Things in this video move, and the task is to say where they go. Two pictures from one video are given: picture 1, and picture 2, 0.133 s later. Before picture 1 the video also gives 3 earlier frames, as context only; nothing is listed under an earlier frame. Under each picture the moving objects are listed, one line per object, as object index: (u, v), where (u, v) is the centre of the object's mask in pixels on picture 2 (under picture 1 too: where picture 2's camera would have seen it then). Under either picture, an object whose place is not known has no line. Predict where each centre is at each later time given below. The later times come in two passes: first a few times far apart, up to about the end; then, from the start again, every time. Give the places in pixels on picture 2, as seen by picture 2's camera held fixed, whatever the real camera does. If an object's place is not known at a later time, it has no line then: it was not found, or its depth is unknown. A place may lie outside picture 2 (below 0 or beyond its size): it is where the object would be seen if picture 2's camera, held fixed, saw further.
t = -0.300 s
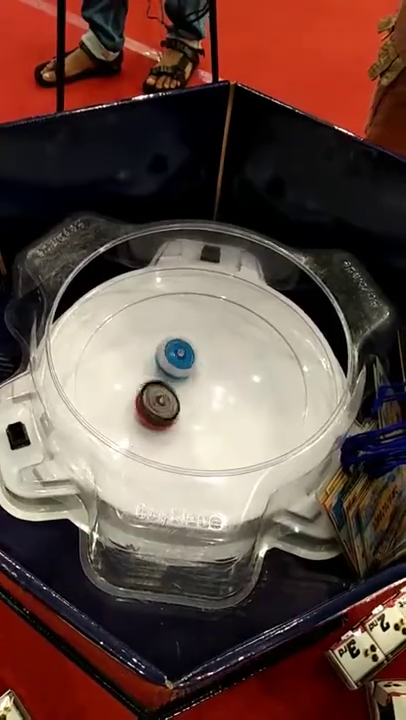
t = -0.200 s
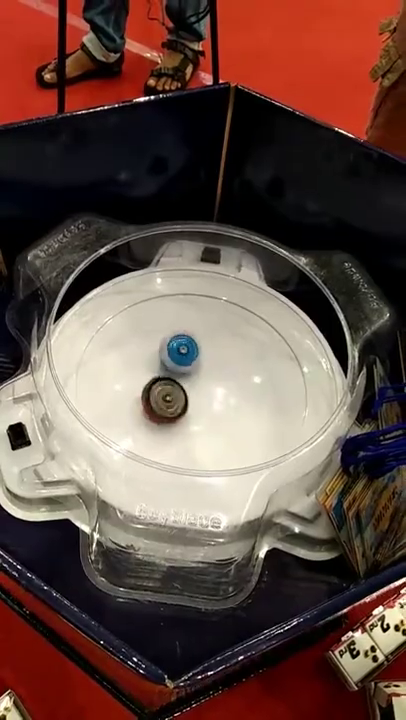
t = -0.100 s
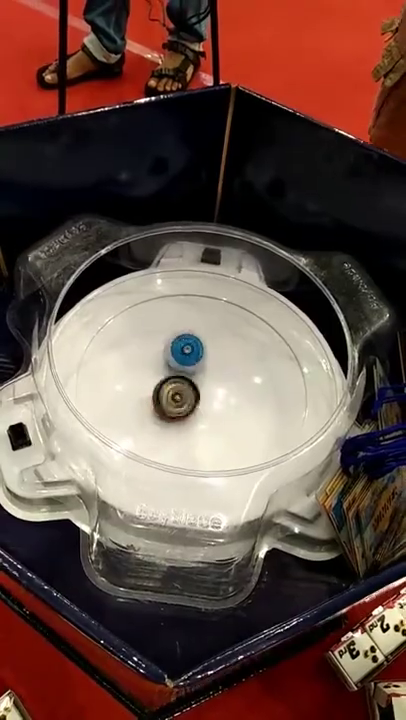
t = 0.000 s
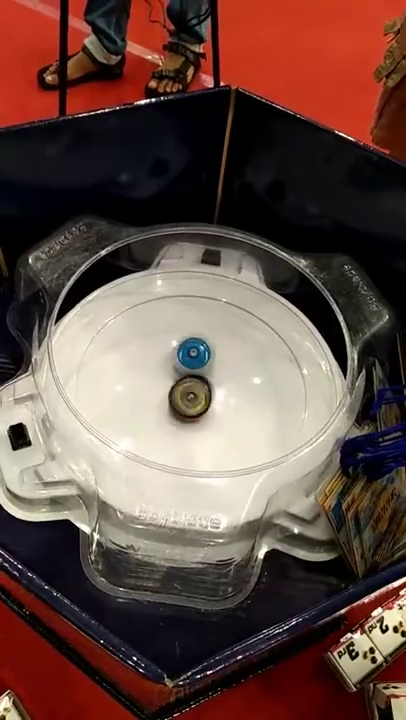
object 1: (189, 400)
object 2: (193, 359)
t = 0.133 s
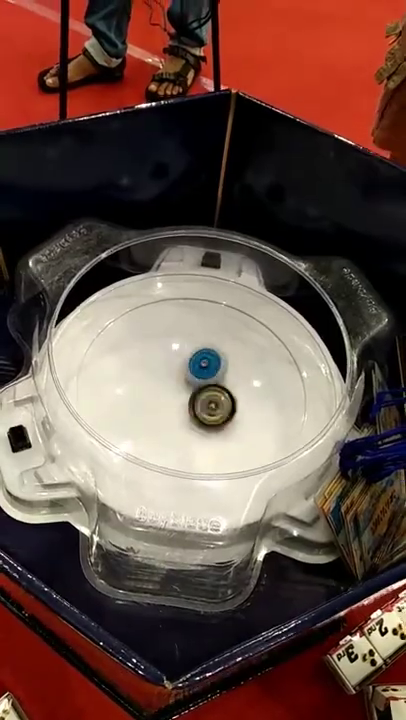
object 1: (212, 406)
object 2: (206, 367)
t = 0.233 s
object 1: (225, 413)
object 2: (212, 374)
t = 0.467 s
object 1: (237, 419)
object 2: (208, 388)
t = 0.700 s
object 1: (207, 442)
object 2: (208, 361)
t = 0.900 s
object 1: (202, 429)
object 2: (208, 362)
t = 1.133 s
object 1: (201, 422)
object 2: (197, 372)
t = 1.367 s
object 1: (201, 421)
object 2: (186, 370)
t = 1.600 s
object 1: (201, 421)
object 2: (177, 369)
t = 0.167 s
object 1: (216, 408)
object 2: (208, 369)
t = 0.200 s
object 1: (221, 411)
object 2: (210, 371)
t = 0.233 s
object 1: (225, 413)
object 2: (212, 374)
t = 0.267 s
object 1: (228, 414)
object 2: (213, 377)
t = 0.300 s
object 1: (231, 416)
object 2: (214, 380)
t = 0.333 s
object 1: (234, 418)
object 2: (214, 381)
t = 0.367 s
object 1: (237, 418)
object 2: (213, 384)
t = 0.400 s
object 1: (238, 419)
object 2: (211, 386)
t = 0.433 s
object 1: (239, 419)
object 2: (209, 387)
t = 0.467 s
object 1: (237, 419)
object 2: (208, 388)
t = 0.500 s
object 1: (234, 428)
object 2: (209, 382)
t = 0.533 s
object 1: (228, 435)
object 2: (210, 374)
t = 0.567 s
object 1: (222, 441)
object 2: (211, 369)
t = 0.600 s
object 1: (217, 445)
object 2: (210, 366)
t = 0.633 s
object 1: (213, 446)
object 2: (209, 363)
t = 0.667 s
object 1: (209, 444)
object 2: (209, 362)
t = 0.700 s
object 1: (207, 442)
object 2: (208, 361)
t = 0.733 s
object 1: (205, 440)
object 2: (209, 361)
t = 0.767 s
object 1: (204, 437)
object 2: (209, 361)
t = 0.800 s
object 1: (204, 435)
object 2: (208, 362)
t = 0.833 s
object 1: (203, 433)
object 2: (210, 362)
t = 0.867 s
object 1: (202, 431)
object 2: (209, 363)
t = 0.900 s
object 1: (202, 429)
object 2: (208, 362)
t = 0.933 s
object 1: (201, 427)
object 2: (208, 363)
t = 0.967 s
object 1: (201, 425)
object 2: (208, 364)
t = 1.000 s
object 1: (201, 424)
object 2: (206, 366)
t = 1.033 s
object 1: (201, 423)
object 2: (204, 368)
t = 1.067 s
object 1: (201, 422)
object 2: (202, 369)
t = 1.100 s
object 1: (201, 422)
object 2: (200, 370)
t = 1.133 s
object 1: (201, 422)
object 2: (197, 372)
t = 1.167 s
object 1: (201, 422)
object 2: (194, 372)
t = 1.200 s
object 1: (201, 421)
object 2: (192, 372)
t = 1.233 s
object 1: (201, 422)
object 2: (190, 372)
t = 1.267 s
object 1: (201, 421)
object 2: (188, 371)
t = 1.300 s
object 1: (201, 421)
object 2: (188, 370)
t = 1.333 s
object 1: (201, 421)
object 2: (187, 369)
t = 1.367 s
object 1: (201, 421)
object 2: (186, 370)
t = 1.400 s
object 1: (201, 421)
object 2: (184, 370)
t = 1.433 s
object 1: (201, 421)
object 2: (183, 368)
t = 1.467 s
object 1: (201, 421)
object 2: (181, 369)
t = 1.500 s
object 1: (201, 421)
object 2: (180, 369)
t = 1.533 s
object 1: (201, 421)
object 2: (177, 369)
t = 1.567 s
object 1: (201, 421)
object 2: (177, 369)
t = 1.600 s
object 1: (201, 421)
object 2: (177, 369)
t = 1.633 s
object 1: (201, 421)
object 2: (178, 369)
